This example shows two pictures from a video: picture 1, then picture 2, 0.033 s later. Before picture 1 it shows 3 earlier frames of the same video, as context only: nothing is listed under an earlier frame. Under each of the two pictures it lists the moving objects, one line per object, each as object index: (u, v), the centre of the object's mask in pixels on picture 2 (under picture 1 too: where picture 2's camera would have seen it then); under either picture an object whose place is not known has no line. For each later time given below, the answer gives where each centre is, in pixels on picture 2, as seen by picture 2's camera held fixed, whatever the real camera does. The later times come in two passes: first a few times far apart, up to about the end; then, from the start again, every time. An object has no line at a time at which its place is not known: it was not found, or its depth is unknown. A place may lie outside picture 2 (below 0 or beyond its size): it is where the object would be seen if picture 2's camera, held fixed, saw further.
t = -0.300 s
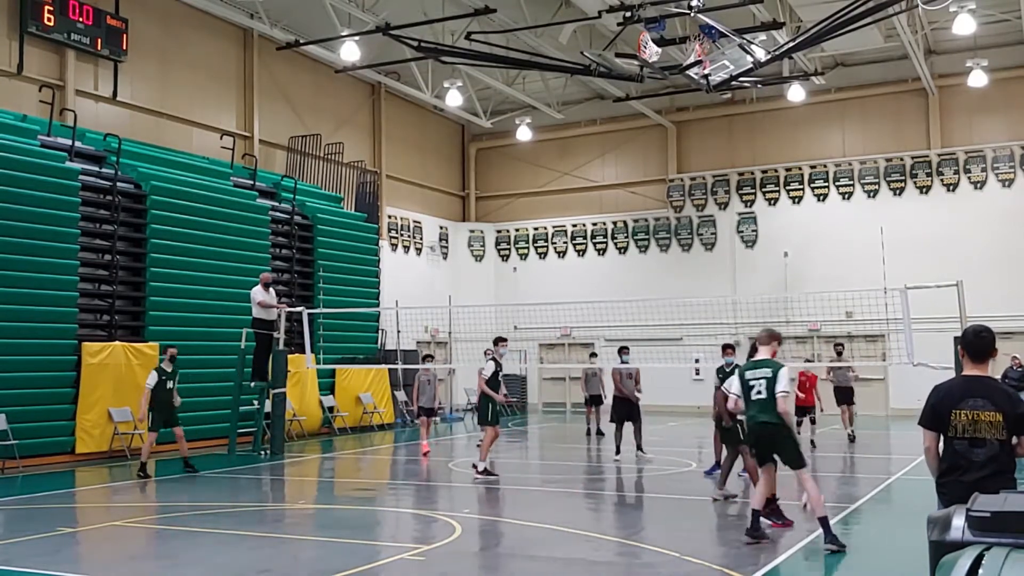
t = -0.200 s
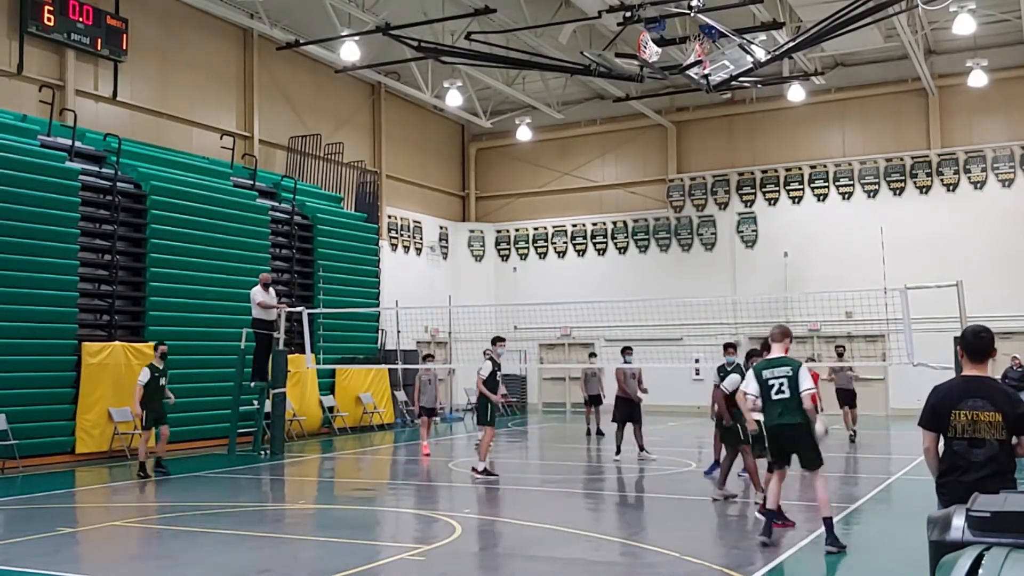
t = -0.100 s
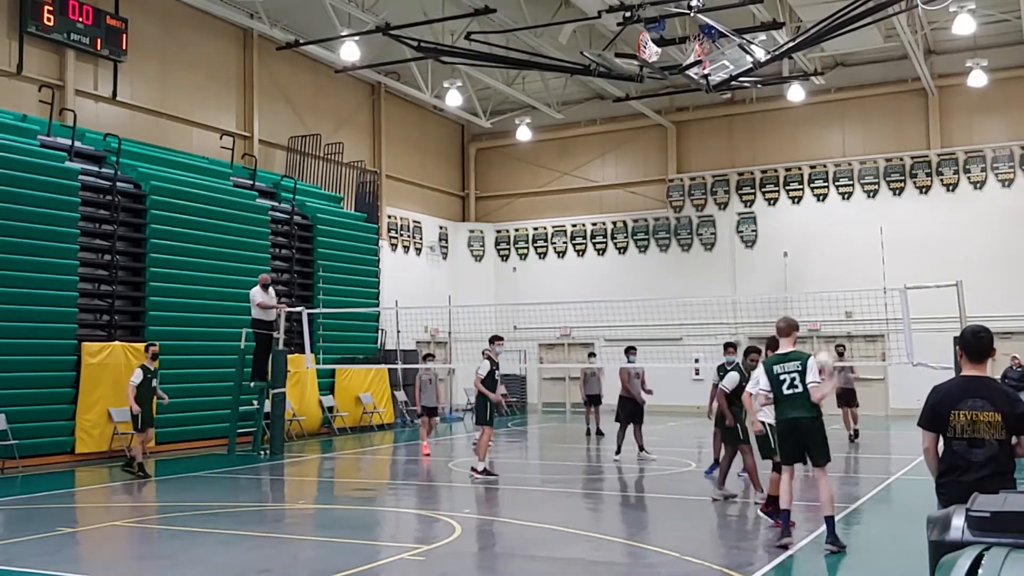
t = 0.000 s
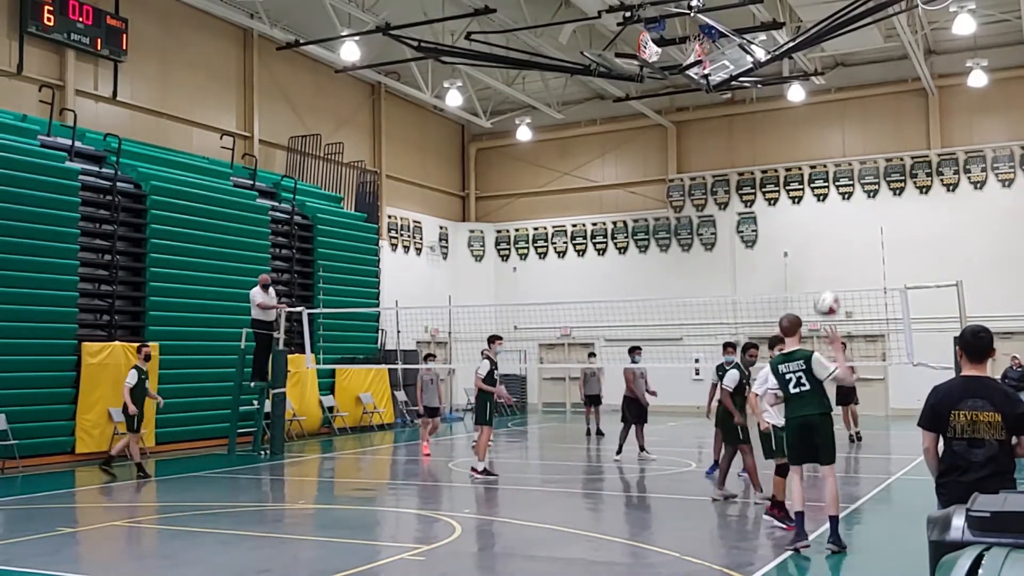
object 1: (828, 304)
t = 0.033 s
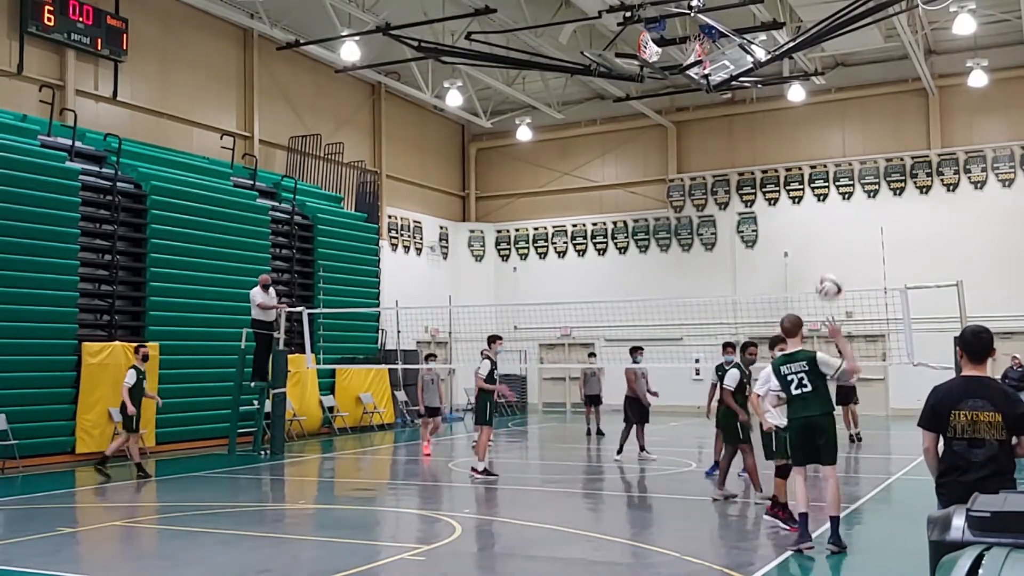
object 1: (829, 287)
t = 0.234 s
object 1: (843, 202)
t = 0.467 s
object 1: (863, 155)
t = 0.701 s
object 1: (891, 183)
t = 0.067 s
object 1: (832, 271)
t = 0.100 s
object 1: (833, 254)
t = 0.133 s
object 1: (836, 240)
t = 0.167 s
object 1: (841, 227)
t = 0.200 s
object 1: (840, 213)
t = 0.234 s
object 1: (843, 202)
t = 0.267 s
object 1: (845, 191)
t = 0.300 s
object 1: (848, 182)
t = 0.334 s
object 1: (850, 173)
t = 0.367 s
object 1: (854, 167)
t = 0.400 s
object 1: (857, 161)
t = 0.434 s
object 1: (859, 157)
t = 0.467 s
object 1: (863, 155)
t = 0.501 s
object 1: (867, 155)
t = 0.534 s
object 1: (871, 154)
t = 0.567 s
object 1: (874, 156)
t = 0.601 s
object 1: (878, 159)
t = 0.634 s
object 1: (882, 165)
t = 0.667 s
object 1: (887, 173)
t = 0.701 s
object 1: (891, 183)
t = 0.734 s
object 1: (896, 195)
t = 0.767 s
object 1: (900, 210)
